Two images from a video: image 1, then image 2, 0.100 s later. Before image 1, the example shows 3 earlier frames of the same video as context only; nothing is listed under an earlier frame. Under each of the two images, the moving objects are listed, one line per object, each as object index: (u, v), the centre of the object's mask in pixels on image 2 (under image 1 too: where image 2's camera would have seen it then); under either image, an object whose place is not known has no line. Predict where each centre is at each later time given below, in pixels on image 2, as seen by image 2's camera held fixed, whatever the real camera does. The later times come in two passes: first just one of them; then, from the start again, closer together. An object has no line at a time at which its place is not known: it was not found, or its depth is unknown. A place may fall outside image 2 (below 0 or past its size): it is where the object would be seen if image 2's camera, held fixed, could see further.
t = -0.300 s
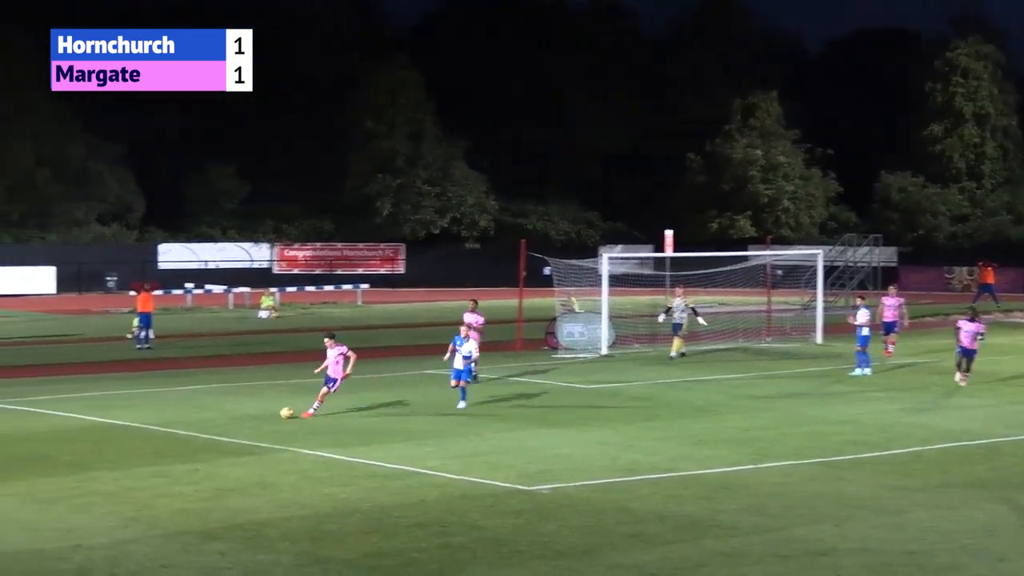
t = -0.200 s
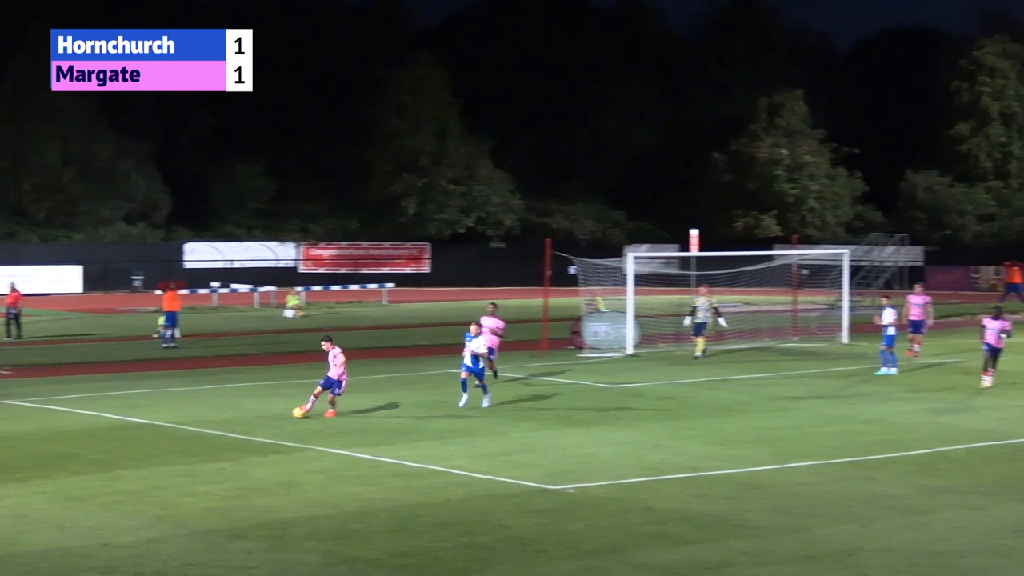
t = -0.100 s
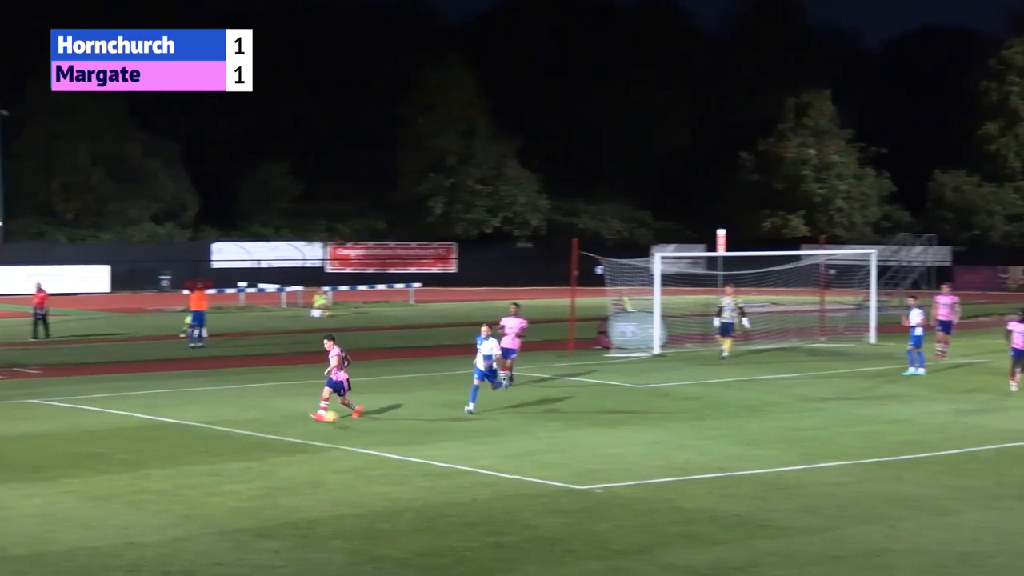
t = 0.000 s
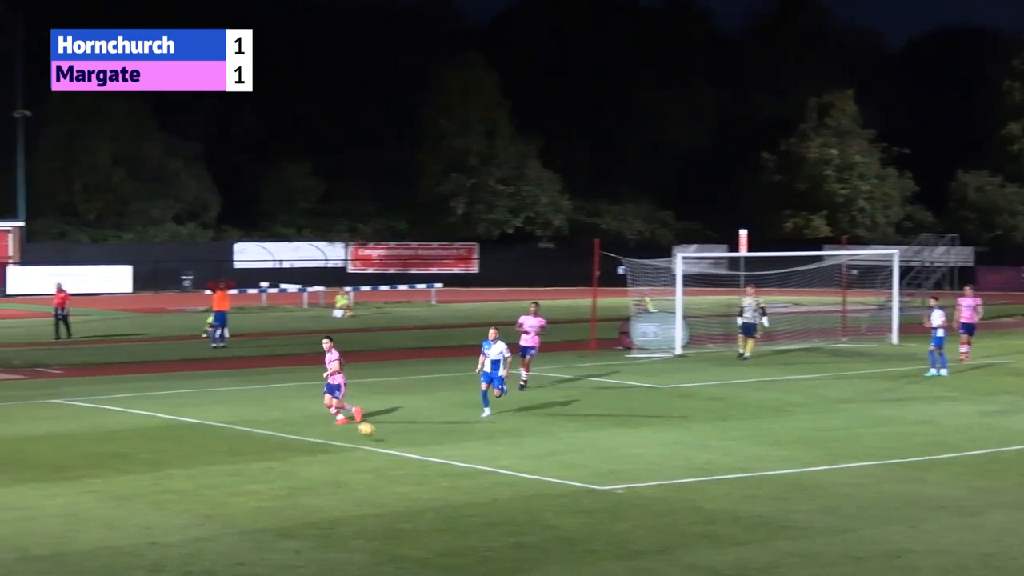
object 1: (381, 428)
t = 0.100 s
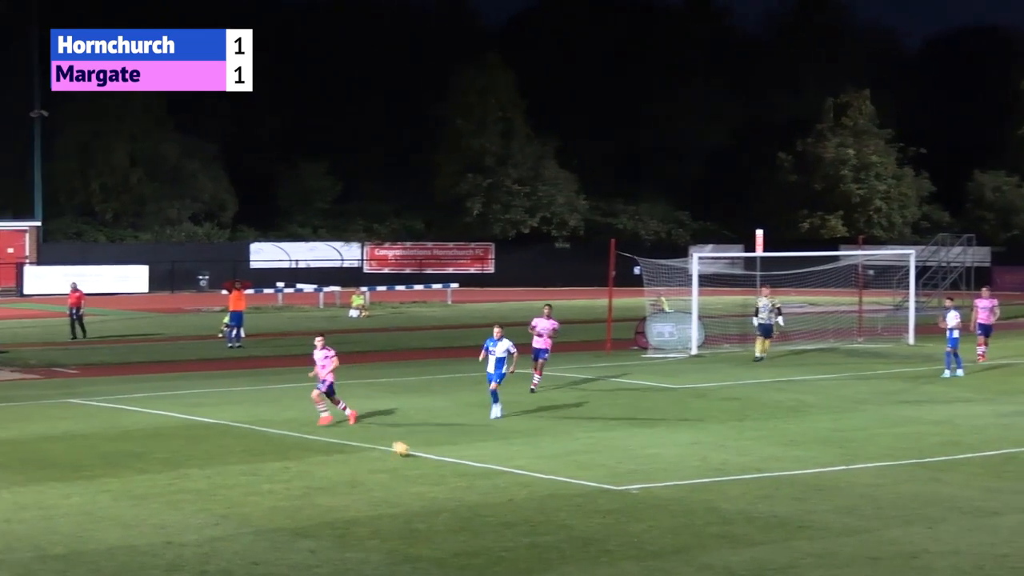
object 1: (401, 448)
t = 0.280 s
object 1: (441, 476)
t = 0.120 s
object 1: (404, 453)
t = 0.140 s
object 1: (409, 456)
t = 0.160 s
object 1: (413, 459)
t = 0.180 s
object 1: (418, 461)
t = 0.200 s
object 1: (422, 463)
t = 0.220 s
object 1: (426, 466)
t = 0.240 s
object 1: (431, 469)
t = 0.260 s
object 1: (435, 472)
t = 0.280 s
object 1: (441, 476)
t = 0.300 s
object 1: (446, 479)
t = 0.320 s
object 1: (452, 483)
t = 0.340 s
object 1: (457, 488)
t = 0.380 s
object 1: (469, 494)
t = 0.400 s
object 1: (474, 497)
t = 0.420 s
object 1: (480, 500)
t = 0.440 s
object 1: (487, 503)
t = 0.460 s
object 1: (493, 506)
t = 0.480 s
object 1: (500, 509)
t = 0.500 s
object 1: (506, 513)
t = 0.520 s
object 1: (513, 517)
